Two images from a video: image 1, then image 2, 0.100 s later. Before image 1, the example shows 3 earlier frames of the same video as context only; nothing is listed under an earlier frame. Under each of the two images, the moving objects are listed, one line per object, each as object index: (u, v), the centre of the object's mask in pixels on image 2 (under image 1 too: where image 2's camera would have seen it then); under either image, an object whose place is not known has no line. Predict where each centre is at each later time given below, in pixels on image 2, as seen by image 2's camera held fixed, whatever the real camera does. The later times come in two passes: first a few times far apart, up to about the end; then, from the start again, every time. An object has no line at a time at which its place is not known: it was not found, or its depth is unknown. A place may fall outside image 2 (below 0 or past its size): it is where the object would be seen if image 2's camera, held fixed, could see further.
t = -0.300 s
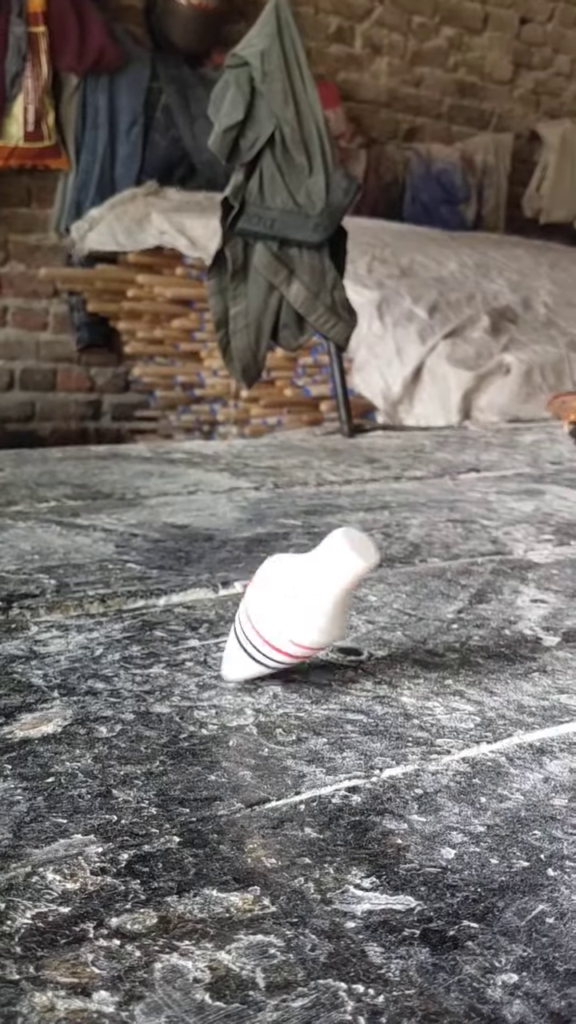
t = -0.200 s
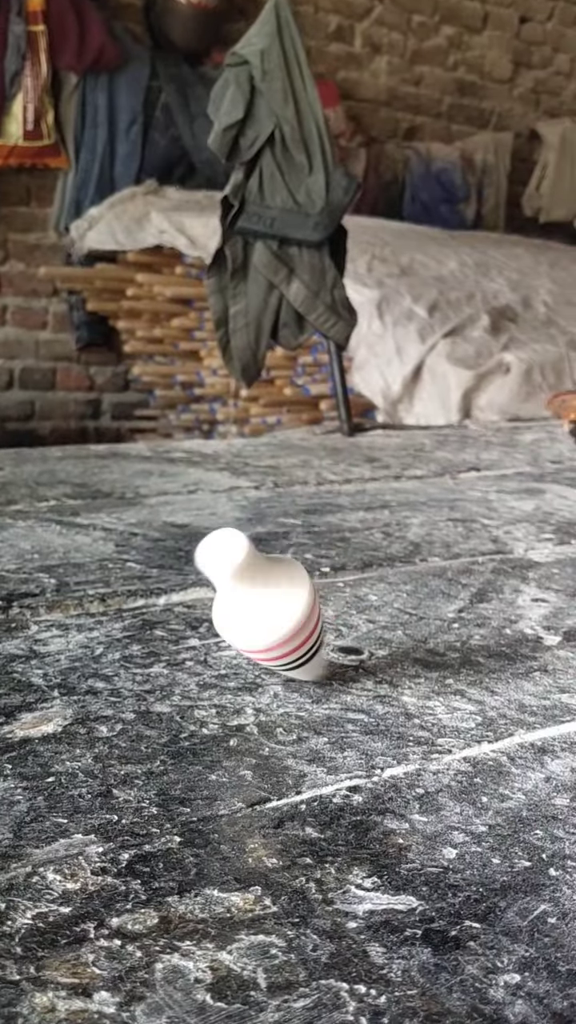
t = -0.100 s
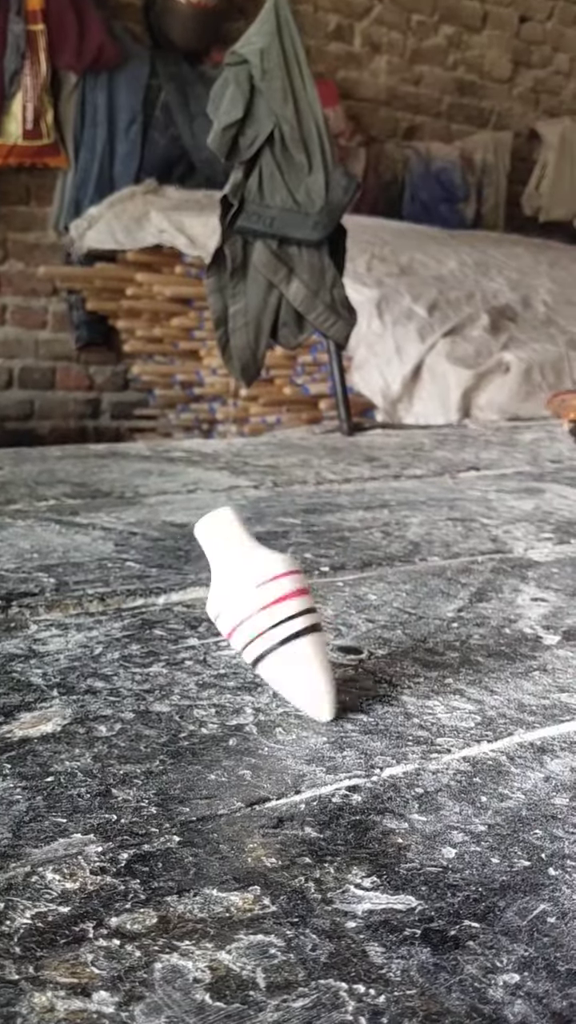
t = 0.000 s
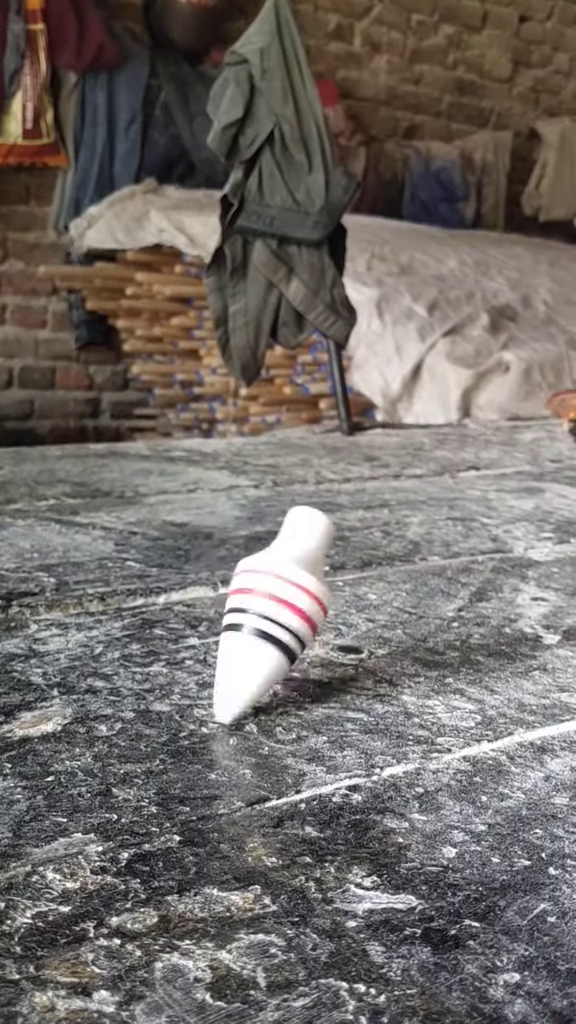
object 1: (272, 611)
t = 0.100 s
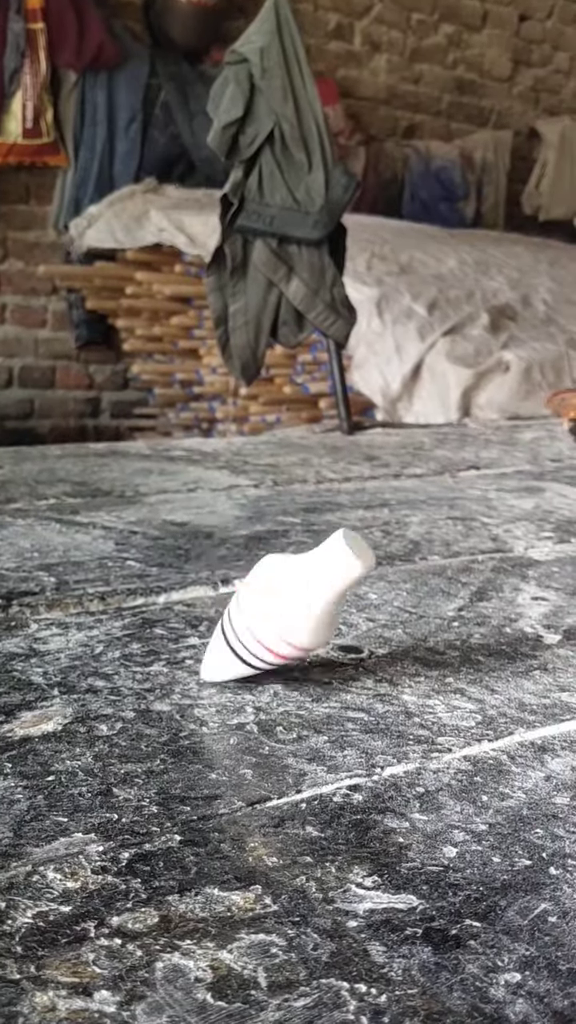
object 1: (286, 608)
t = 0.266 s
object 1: (262, 603)
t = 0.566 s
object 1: (261, 586)
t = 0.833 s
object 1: (244, 599)
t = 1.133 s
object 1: (214, 614)
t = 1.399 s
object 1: (192, 605)
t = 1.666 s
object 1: (239, 612)
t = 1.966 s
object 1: (210, 606)
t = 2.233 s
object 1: (168, 637)
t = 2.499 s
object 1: (167, 655)
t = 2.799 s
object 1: (160, 642)
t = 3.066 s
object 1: (129, 637)
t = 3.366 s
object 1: (71, 632)
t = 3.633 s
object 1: (13, 668)
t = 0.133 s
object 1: (283, 602)
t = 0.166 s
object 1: (274, 598)
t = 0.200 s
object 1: (263, 597)
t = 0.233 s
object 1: (261, 599)
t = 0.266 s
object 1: (262, 603)
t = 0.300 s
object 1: (263, 606)
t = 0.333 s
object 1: (267, 609)
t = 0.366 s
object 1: (266, 611)
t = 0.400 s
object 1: (271, 613)
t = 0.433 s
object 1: (271, 614)
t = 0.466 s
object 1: (274, 608)
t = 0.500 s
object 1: (276, 600)
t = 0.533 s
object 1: (270, 591)
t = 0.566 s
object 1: (261, 586)
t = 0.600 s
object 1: (248, 585)
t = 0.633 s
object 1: (242, 588)
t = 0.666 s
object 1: (241, 592)
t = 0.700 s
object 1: (242, 596)
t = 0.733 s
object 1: (245, 600)
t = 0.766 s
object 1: (243, 604)
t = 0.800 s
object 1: (244, 600)
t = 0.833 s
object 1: (244, 599)
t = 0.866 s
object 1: (246, 594)
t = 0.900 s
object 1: (245, 591)
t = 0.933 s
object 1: (241, 591)
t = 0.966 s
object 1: (228, 592)
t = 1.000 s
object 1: (215, 598)
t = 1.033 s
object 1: (209, 607)
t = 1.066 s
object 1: (210, 612)
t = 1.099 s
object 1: (214, 614)
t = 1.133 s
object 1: (214, 614)
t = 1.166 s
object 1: (215, 616)
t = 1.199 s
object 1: (212, 616)
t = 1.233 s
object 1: (214, 609)
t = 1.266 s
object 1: (218, 607)
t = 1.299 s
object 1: (222, 605)
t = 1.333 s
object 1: (209, 604)
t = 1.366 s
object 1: (193, 602)
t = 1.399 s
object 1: (192, 605)
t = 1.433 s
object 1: (199, 610)
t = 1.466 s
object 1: (203, 610)
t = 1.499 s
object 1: (209, 609)
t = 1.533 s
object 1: (214, 612)
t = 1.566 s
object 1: (216, 612)
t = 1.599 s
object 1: (223, 611)
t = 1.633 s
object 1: (232, 612)
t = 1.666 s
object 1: (239, 612)
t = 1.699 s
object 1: (231, 613)
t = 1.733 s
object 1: (218, 612)
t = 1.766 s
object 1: (218, 614)
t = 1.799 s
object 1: (225, 619)
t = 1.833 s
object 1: (228, 622)
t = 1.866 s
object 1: (227, 625)
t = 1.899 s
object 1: (218, 626)
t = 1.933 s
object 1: (215, 615)
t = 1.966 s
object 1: (210, 606)
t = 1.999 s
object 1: (207, 601)
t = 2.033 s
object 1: (202, 602)
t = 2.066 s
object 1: (193, 608)
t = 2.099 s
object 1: (170, 622)
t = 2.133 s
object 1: (164, 637)
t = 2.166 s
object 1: (172, 645)
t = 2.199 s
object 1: (169, 643)
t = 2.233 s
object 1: (168, 637)
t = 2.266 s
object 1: (167, 638)
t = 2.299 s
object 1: (167, 641)
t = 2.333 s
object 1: (175, 643)
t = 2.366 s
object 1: (181, 644)
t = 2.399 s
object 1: (167, 650)
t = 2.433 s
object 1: (146, 651)
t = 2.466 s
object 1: (158, 653)
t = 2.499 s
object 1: (167, 655)
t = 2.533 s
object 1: (170, 657)
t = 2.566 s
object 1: (167, 656)
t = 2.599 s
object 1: (166, 658)
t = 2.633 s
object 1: (170, 657)
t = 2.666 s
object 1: (182, 653)
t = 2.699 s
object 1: (185, 646)
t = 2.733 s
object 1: (165, 640)
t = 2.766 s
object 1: (156, 639)
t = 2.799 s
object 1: (160, 642)
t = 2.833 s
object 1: (166, 650)
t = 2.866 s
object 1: (165, 658)
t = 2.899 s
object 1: (154, 658)
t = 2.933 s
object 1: (156, 651)
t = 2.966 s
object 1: (162, 643)
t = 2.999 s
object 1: (162, 637)
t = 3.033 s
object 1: (147, 637)
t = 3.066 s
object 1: (129, 637)
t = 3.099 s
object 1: (133, 643)
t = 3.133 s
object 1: (138, 649)
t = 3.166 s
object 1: (136, 655)
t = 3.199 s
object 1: (125, 658)
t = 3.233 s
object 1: (123, 647)
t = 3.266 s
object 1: (128, 637)
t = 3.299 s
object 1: (116, 628)
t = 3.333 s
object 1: (90, 625)
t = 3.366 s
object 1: (71, 632)
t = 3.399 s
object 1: (67, 645)
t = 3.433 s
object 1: (70, 659)
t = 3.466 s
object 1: (41, 659)
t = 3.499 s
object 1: (36, 644)
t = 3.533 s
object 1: (33, 638)
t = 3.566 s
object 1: (35, 636)
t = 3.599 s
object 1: (34, 644)
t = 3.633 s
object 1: (13, 668)
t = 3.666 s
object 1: (-2, 684)
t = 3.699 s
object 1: (19, 691)
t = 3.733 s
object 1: (19, 685)
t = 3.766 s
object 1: (21, 679)
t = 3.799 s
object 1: (25, 680)
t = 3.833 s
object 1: (35, 685)
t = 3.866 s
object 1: (57, 690)
